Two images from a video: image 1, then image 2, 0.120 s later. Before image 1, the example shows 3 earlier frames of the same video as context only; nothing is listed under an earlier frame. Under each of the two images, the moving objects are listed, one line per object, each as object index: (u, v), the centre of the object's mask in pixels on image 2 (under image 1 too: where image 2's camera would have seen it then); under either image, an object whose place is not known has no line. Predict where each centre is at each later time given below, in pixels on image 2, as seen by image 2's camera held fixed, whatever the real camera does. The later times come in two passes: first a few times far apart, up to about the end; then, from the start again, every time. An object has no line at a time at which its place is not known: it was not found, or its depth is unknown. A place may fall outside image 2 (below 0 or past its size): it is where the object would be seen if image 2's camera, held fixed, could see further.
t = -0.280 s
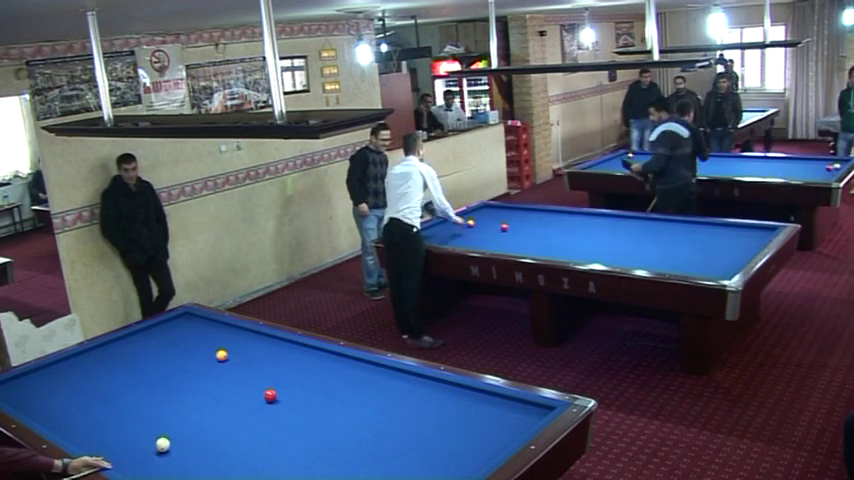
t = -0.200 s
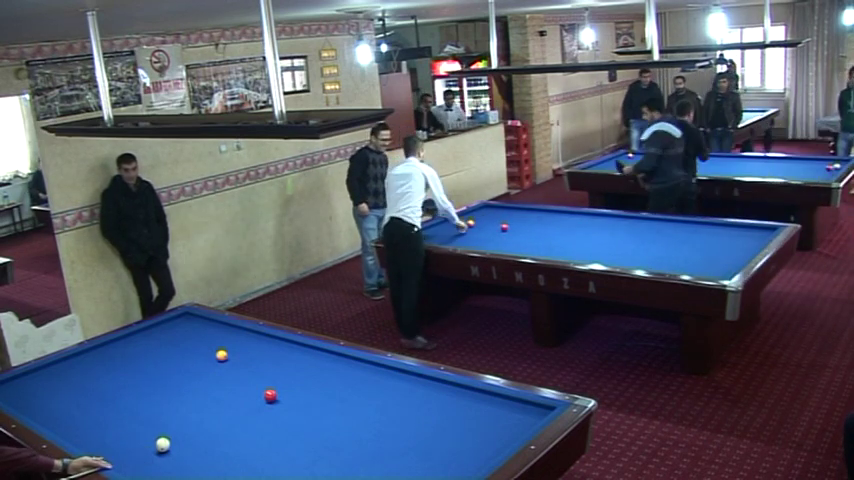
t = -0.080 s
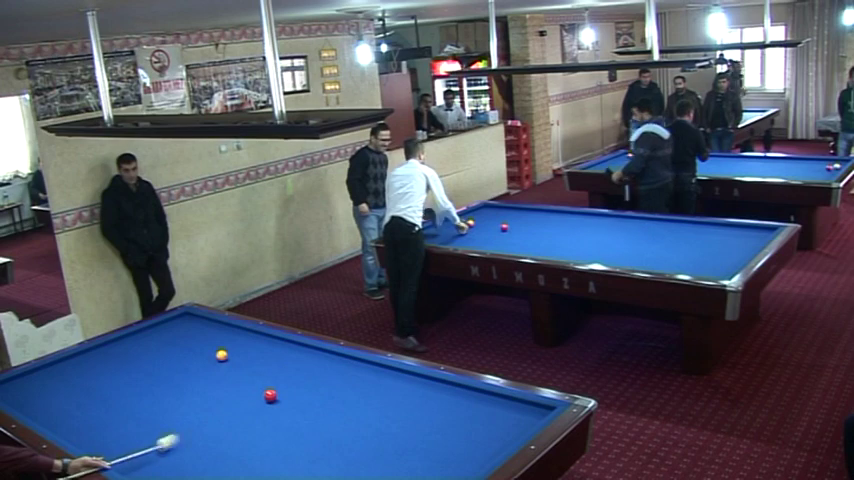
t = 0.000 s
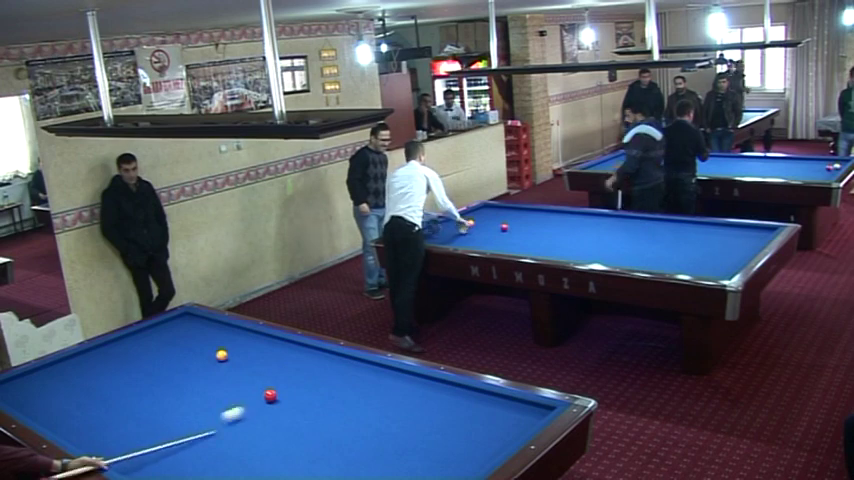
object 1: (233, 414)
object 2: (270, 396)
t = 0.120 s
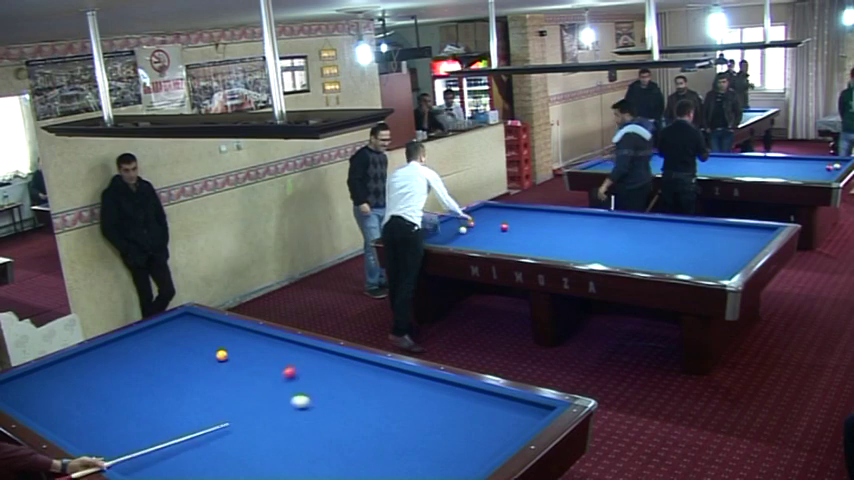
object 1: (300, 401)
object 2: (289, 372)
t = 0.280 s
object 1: (375, 400)
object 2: (290, 352)
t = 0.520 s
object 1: (484, 393)
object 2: (201, 374)
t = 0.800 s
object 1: (476, 431)
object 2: (109, 395)
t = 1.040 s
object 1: (376, 441)
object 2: (32, 413)
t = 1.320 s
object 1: (274, 452)
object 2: (78, 390)
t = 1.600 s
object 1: (174, 463)
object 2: (109, 371)
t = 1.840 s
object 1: (122, 456)
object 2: (133, 357)
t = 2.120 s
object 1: (125, 422)
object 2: (157, 342)
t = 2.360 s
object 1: (126, 399)
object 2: (177, 330)
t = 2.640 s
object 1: (126, 375)
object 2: (198, 318)
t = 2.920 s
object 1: (127, 355)
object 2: (182, 321)
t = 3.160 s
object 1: (128, 340)
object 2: (166, 326)
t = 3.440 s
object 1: (144, 335)
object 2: (158, 327)
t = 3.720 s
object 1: (149, 341)
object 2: (170, 322)
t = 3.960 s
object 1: (153, 347)
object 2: (179, 317)
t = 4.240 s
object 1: (159, 354)
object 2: (185, 314)
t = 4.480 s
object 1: (163, 359)
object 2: (178, 314)
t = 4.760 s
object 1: (169, 367)
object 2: (172, 316)
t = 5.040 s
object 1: (175, 374)
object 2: (168, 319)
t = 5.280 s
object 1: (180, 380)
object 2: (164, 321)
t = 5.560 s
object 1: (187, 388)
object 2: (161, 323)
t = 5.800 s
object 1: (192, 394)
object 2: (157, 325)
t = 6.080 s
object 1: (199, 402)
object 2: (154, 326)
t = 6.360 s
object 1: (206, 410)
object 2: (151, 328)
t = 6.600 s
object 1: (213, 418)
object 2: (149, 329)
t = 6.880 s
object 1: (220, 426)
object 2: (147, 330)
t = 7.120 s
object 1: (226, 434)
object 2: (145, 331)
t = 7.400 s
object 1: (234, 442)
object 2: (143, 332)
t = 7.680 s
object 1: (242, 451)
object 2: (142, 333)
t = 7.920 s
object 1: (249, 459)
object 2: (141, 334)
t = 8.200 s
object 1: (258, 468)
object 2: (140, 334)
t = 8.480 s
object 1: (266, 474)
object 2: (139, 334)
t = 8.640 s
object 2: (139, 335)
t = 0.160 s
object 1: (319, 401)
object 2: (298, 362)
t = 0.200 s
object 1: (337, 401)
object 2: (306, 352)
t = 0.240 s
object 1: (356, 401)
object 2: (306, 348)
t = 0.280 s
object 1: (375, 400)
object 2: (290, 352)
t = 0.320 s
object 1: (393, 399)
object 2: (274, 356)
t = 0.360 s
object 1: (412, 398)
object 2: (258, 360)
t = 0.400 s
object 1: (430, 396)
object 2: (243, 364)
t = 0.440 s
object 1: (449, 395)
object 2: (229, 367)
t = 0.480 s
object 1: (467, 394)
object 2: (215, 371)
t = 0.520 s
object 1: (484, 393)
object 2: (201, 374)
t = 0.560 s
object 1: (494, 401)
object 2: (187, 378)
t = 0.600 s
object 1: (504, 408)
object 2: (174, 381)
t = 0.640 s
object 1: (515, 416)
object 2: (161, 384)
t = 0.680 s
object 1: (525, 423)
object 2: (148, 387)
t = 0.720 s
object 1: (515, 427)
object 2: (135, 390)
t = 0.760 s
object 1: (495, 429)
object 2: (121, 393)
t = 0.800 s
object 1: (476, 431)
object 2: (109, 395)
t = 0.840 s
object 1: (457, 433)
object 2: (96, 400)
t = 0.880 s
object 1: (440, 434)
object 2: (82, 403)
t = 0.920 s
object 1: (422, 436)
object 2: (68, 406)
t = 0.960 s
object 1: (406, 437)
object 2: (54, 409)
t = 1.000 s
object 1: (391, 439)
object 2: (40, 413)
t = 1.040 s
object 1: (376, 441)
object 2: (32, 413)
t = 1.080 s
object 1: (361, 442)
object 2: (40, 410)
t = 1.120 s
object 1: (346, 444)
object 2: (48, 406)
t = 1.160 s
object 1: (332, 446)
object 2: (56, 402)
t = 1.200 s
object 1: (317, 448)
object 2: (63, 399)
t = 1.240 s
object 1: (303, 449)
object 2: (69, 395)
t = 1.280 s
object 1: (288, 451)
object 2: (74, 392)
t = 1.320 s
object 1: (274, 452)
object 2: (78, 390)
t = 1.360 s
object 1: (260, 454)
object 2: (83, 387)
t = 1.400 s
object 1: (245, 456)
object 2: (88, 384)
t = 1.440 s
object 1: (231, 457)
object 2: (92, 381)
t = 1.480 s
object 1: (216, 459)
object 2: (96, 379)
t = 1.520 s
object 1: (202, 460)
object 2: (101, 376)
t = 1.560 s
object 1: (188, 462)
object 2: (105, 373)
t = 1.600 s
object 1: (174, 463)
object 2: (109, 371)
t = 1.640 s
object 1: (160, 464)
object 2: (113, 369)
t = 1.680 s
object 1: (146, 466)
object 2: (117, 366)
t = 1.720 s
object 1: (132, 467)
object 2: (121, 364)
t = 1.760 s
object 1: (120, 466)
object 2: (125, 362)
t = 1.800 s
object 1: (121, 462)
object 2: (129, 359)
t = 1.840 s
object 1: (122, 456)
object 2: (133, 357)
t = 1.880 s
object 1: (123, 450)
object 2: (136, 355)
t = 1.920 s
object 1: (124, 445)
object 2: (140, 353)
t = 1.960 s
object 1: (124, 440)
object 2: (143, 351)
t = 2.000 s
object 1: (124, 436)
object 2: (147, 349)
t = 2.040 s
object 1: (125, 431)
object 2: (150, 346)
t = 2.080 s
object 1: (125, 427)
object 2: (154, 344)
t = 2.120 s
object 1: (125, 422)
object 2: (157, 342)
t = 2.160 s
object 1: (125, 418)
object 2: (161, 341)
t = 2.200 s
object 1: (125, 414)
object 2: (164, 339)
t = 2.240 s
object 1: (125, 410)
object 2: (167, 336)
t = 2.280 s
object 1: (125, 406)
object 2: (170, 334)
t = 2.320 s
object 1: (125, 403)
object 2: (174, 332)
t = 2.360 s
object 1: (126, 399)
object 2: (177, 330)
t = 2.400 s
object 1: (126, 395)
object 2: (180, 329)
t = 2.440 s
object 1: (126, 391)
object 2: (183, 327)
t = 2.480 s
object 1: (126, 388)
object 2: (186, 325)
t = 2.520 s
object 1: (126, 385)
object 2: (189, 323)
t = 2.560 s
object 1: (126, 382)
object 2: (192, 321)
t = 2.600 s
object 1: (126, 378)
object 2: (195, 320)
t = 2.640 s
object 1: (126, 375)
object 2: (198, 318)
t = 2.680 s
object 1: (126, 372)
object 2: (200, 317)
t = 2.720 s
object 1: (127, 369)
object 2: (196, 318)
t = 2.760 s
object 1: (127, 366)
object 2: (193, 319)
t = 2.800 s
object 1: (127, 363)
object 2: (190, 319)
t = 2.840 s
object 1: (127, 360)
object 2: (187, 320)
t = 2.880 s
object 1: (127, 357)
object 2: (185, 320)
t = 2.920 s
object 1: (127, 355)
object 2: (182, 321)
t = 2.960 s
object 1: (127, 352)
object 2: (180, 322)
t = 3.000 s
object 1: (127, 350)
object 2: (177, 323)
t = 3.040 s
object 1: (127, 347)
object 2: (174, 324)
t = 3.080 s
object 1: (127, 344)
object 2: (172, 324)
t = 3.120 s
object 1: (127, 342)
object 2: (169, 325)
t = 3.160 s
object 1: (128, 340)
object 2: (166, 326)
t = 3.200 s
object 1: (127, 337)
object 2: (163, 326)
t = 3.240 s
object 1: (128, 335)
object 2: (161, 327)
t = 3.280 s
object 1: (131, 333)
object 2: (158, 327)
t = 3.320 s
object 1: (137, 333)
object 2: (156, 328)
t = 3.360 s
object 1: (143, 333)
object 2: (154, 329)
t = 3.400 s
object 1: (144, 333)
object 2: (155, 328)
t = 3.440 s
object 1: (144, 335)
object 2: (158, 327)
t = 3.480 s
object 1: (144, 336)
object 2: (161, 326)
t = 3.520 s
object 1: (145, 337)
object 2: (163, 325)
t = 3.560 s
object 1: (145, 338)
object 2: (164, 324)
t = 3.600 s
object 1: (146, 339)
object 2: (166, 324)
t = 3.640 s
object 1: (147, 340)
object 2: (167, 323)
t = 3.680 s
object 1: (148, 341)
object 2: (169, 322)
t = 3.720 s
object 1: (149, 341)
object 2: (170, 322)
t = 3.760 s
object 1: (149, 342)
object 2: (172, 321)
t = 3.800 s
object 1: (150, 343)
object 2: (173, 320)
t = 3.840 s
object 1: (151, 344)
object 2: (175, 319)
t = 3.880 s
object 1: (151, 345)
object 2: (176, 318)
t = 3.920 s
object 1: (152, 346)
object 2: (177, 318)
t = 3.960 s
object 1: (153, 347)
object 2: (179, 317)
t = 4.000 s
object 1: (153, 348)
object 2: (180, 316)
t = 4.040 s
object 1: (155, 349)
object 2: (182, 315)
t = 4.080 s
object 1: (155, 350)
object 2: (183, 314)
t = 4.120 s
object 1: (156, 350)
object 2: (184, 314)
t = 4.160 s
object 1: (157, 351)
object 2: (186, 314)
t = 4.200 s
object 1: (158, 352)
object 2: (186, 314)
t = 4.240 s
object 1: (159, 354)
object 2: (185, 314)
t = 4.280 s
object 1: (159, 354)
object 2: (183, 314)
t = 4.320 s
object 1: (160, 355)
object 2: (182, 314)
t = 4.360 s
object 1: (161, 357)
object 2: (181, 314)
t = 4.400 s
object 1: (162, 358)
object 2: (180, 314)
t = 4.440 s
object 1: (162, 358)
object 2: (179, 314)
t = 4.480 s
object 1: (163, 359)
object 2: (178, 314)
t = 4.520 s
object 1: (164, 360)
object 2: (177, 314)
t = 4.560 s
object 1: (165, 361)
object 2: (176, 315)
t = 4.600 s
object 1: (166, 362)
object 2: (175, 315)
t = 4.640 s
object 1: (167, 363)
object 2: (174, 316)
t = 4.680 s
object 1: (167, 364)
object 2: (173, 316)
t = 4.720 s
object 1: (168, 366)
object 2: (173, 316)
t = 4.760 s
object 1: (169, 367)
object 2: (172, 316)
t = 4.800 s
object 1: (170, 367)
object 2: (172, 317)
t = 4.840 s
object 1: (171, 368)
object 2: (171, 317)
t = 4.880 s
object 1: (172, 370)
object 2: (170, 318)
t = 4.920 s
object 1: (173, 370)
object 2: (170, 318)
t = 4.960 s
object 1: (173, 371)
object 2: (169, 318)
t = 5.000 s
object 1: (174, 373)
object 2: (168, 319)
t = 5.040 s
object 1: (175, 374)
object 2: (168, 319)
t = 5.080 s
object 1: (176, 375)
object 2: (167, 319)
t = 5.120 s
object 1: (177, 376)
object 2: (166, 320)
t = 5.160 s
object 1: (178, 377)
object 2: (166, 320)
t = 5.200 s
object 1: (179, 378)
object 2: (165, 321)
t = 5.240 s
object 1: (179, 379)
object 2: (165, 321)
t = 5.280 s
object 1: (180, 380)
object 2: (164, 321)
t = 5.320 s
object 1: (181, 381)
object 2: (164, 321)
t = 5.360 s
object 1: (182, 382)
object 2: (163, 322)
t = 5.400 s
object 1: (183, 383)
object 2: (163, 322)
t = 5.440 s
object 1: (184, 385)
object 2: (162, 323)
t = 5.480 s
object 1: (185, 385)
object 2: (161, 323)
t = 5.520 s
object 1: (186, 387)
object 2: (161, 323)
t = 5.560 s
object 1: (187, 388)
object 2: (161, 323)
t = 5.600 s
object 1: (188, 389)
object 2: (160, 323)
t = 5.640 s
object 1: (189, 390)
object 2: (159, 324)
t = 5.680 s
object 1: (190, 391)
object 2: (159, 324)
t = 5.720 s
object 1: (190, 392)
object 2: (159, 324)
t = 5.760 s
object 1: (191, 393)
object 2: (158, 324)
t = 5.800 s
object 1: (192, 394)
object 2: (157, 325)
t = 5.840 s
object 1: (193, 396)
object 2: (157, 325)
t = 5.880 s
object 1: (194, 397)
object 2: (156, 325)
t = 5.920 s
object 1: (196, 398)
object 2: (156, 325)
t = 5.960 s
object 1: (196, 399)
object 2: (156, 325)
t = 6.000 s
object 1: (197, 400)
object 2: (155, 326)
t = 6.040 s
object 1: (198, 401)
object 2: (155, 326)
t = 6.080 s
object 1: (199, 402)
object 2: (154, 326)
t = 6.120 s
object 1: (200, 403)
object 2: (154, 326)
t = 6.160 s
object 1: (201, 405)
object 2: (153, 327)
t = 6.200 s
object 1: (203, 406)
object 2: (153, 327)
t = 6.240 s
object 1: (203, 407)
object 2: (153, 327)
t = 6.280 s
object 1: (204, 408)
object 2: (152, 327)
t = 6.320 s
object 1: (205, 409)
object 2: (152, 328)
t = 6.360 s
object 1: (206, 410)
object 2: (151, 328)
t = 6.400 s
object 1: (207, 412)
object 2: (151, 328)
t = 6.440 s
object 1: (208, 413)
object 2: (151, 328)
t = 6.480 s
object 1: (209, 414)
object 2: (150, 328)
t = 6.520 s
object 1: (211, 415)
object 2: (150, 329)
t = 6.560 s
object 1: (211, 417)
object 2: (149, 329)
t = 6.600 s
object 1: (213, 418)
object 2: (149, 329)
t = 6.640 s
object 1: (214, 419)
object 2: (149, 329)
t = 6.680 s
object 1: (215, 420)
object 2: (148, 329)
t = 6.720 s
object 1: (216, 421)
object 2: (148, 329)
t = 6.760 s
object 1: (217, 422)
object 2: (148, 330)
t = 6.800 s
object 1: (217, 424)
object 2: (147, 330)
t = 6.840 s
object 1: (219, 425)
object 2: (147, 330)
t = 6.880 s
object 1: (220, 426)
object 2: (147, 330)
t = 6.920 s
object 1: (221, 427)
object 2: (147, 330)
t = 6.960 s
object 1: (222, 429)
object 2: (146, 331)
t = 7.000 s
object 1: (223, 430)
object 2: (146, 331)
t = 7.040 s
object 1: (224, 431)
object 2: (145, 331)
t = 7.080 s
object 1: (225, 432)
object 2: (145, 331)
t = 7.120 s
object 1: (226, 434)
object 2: (145, 331)
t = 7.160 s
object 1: (227, 435)
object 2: (145, 332)
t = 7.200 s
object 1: (229, 436)
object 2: (145, 332)
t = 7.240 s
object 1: (230, 438)
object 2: (144, 332)
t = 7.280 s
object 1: (231, 438)
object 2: (144, 332)
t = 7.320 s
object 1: (232, 440)
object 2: (143, 332)
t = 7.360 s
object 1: (233, 441)
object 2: (143, 332)
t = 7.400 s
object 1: (234, 442)
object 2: (143, 332)
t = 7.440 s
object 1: (235, 444)
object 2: (143, 333)
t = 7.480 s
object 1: (237, 445)
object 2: (143, 333)
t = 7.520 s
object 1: (237, 446)
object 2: (142, 332)
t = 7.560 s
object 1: (239, 447)
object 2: (142, 333)
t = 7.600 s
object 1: (240, 449)
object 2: (142, 333)
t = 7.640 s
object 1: (241, 450)
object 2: (142, 333)
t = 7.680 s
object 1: (242, 451)
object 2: (142, 333)
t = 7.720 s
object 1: (243, 452)
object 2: (141, 333)
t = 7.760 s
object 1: (244, 453)
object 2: (141, 333)
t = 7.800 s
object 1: (245, 455)
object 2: (141, 333)
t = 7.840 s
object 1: (247, 456)
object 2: (141, 334)
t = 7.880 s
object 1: (248, 457)
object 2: (141, 334)
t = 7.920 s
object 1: (249, 459)
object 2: (141, 334)
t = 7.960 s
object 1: (250, 460)
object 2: (141, 334)
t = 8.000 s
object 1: (251, 461)
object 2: (140, 334)
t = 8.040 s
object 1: (253, 463)
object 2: (140, 334)
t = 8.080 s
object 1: (254, 464)
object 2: (140, 334)
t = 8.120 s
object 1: (255, 465)
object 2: (140, 334)
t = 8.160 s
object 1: (257, 466)
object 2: (140, 334)
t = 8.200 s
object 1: (258, 468)
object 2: (140, 334)
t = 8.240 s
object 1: (259, 469)
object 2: (140, 334)
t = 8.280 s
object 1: (260, 470)
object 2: (140, 334)
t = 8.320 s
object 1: (261, 471)
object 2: (140, 334)
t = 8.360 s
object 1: (263, 472)
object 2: (139, 334)
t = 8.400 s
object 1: (264, 473)
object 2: (139, 334)
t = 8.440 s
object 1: (265, 474)
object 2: (139, 334)
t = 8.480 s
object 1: (266, 474)
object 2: (139, 334)
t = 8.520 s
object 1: (267, 475)
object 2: (139, 334)
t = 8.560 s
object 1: (269, 475)
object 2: (139, 334)
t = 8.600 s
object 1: (270, 476)
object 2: (139, 335)
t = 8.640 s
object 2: (139, 335)
